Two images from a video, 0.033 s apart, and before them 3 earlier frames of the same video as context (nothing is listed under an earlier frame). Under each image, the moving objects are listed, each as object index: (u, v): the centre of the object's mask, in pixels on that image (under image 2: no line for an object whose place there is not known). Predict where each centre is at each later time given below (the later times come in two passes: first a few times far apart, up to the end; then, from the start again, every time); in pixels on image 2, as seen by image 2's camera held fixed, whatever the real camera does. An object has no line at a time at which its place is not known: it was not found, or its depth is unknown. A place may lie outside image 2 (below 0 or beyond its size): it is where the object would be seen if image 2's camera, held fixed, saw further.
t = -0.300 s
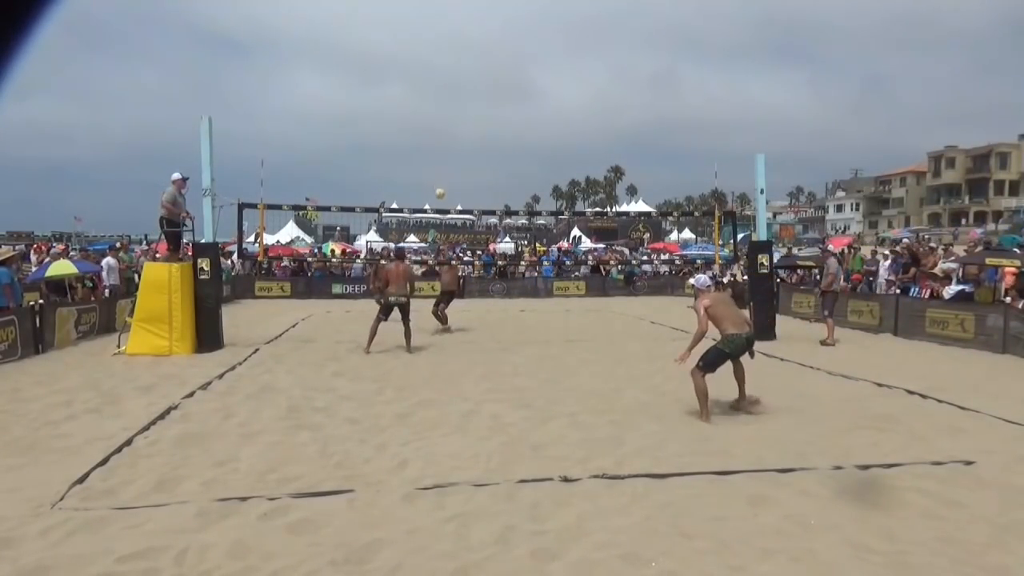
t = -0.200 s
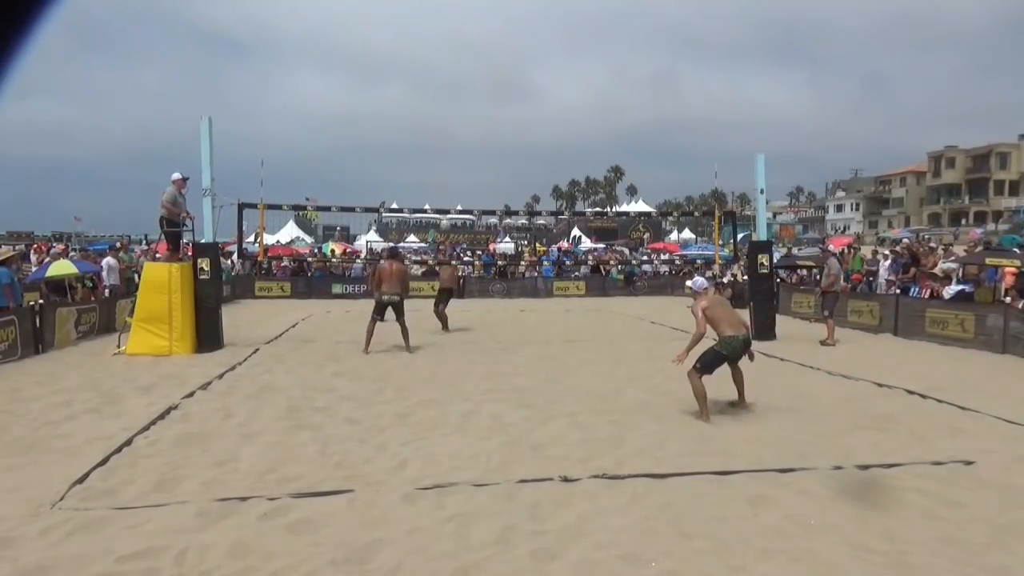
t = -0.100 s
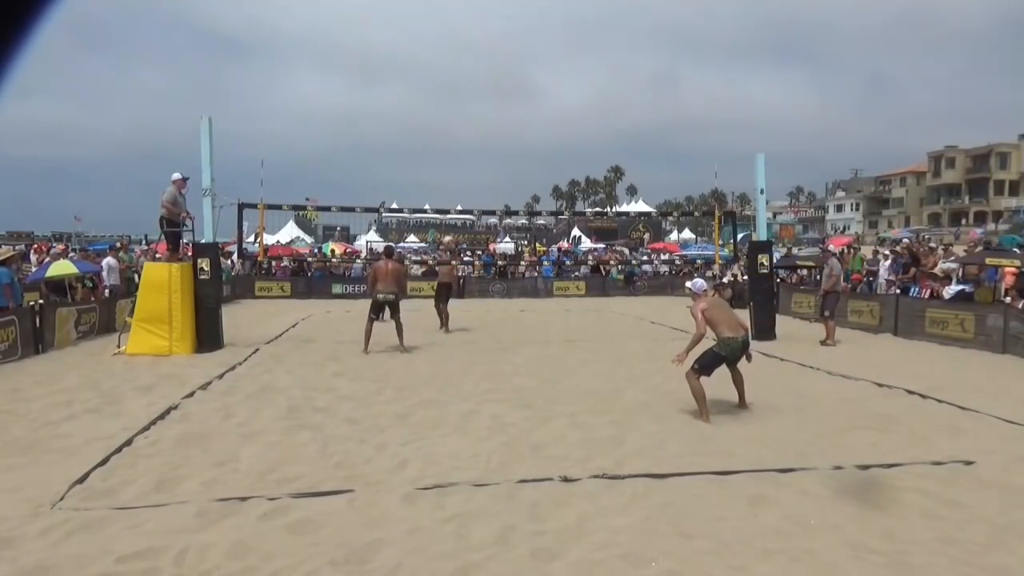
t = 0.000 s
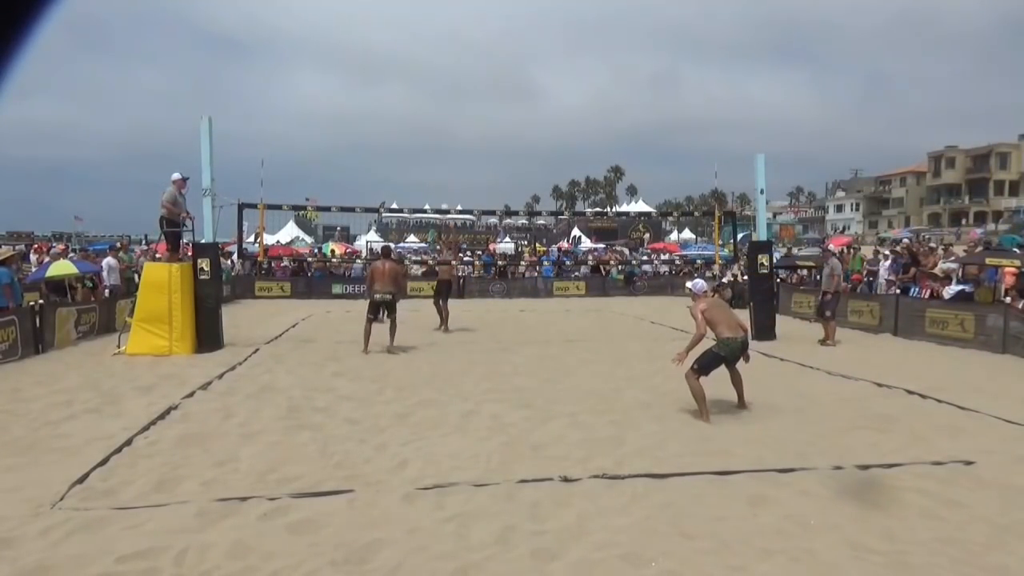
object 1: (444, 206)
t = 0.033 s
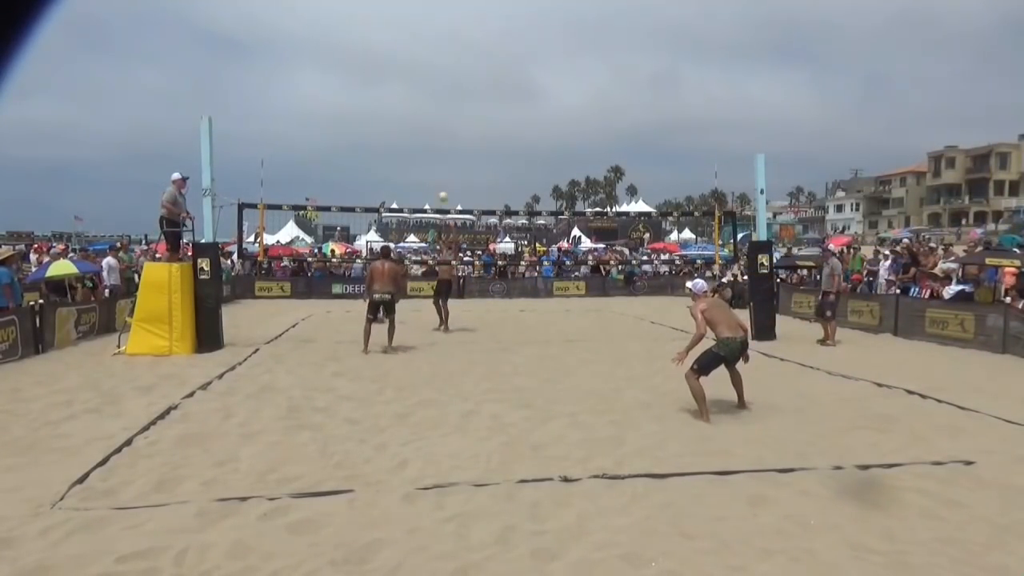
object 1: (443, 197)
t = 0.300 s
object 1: (428, 120)
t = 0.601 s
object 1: (413, 75)
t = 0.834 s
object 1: (405, 73)
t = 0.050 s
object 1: (442, 191)
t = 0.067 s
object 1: (441, 185)
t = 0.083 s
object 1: (440, 180)
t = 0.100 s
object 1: (440, 174)
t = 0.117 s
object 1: (439, 169)
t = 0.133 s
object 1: (438, 164)
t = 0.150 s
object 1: (437, 159)
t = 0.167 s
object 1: (436, 154)
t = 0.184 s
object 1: (435, 149)
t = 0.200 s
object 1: (434, 144)
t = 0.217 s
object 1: (433, 140)
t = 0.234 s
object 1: (432, 136)
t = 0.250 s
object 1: (431, 132)
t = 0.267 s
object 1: (430, 127)
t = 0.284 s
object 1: (429, 123)
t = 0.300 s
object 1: (428, 120)
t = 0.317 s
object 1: (427, 116)
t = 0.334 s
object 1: (427, 112)
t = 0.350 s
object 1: (426, 109)
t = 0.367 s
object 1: (425, 106)
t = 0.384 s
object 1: (424, 103)
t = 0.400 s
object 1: (423, 100)
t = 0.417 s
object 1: (422, 97)
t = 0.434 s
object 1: (421, 95)
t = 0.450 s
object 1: (421, 92)
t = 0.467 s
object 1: (420, 89)
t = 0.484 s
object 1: (419, 87)
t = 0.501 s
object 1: (418, 85)
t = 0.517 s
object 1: (417, 83)
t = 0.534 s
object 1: (416, 81)
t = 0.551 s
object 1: (415, 80)
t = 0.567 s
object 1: (415, 78)
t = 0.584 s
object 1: (414, 77)
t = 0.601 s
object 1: (413, 75)
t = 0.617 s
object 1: (412, 75)
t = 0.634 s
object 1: (412, 74)
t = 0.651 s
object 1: (411, 73)
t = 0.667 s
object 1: (410, 72)
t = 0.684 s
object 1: (410, 72)
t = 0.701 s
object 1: (409, 71)
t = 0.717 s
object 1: (408, 71)
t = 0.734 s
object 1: (408, 71)
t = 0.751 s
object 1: (407, 71)
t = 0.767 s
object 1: (407, 71)
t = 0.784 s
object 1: (406, 71)
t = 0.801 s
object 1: (405, 72)
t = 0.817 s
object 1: (405, 72)
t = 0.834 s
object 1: (405, 73)
